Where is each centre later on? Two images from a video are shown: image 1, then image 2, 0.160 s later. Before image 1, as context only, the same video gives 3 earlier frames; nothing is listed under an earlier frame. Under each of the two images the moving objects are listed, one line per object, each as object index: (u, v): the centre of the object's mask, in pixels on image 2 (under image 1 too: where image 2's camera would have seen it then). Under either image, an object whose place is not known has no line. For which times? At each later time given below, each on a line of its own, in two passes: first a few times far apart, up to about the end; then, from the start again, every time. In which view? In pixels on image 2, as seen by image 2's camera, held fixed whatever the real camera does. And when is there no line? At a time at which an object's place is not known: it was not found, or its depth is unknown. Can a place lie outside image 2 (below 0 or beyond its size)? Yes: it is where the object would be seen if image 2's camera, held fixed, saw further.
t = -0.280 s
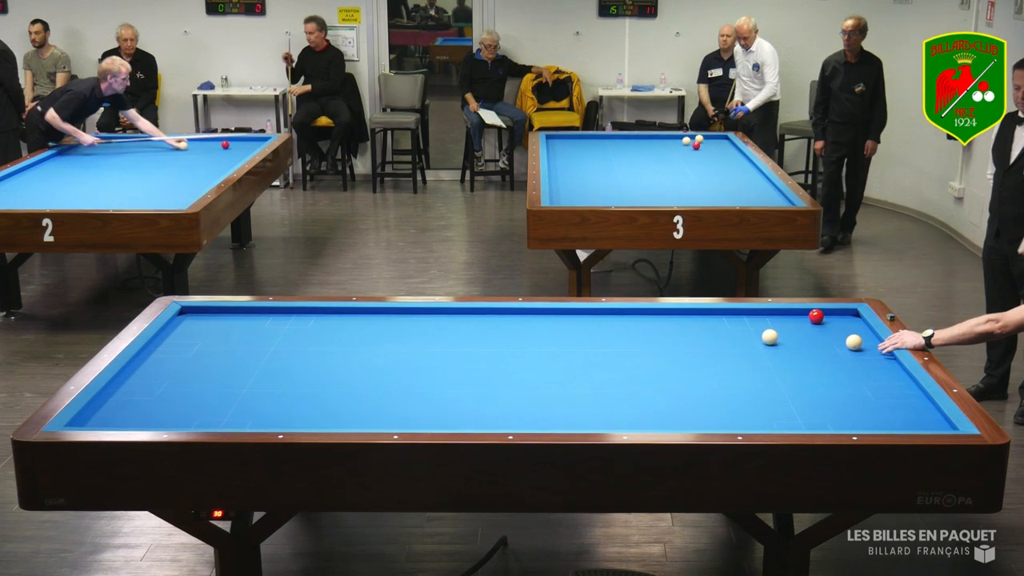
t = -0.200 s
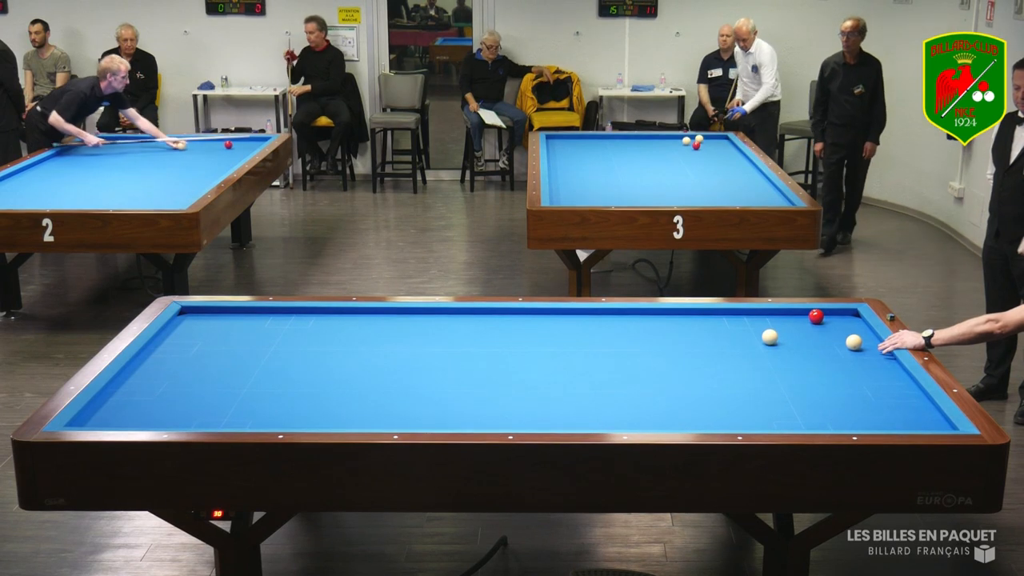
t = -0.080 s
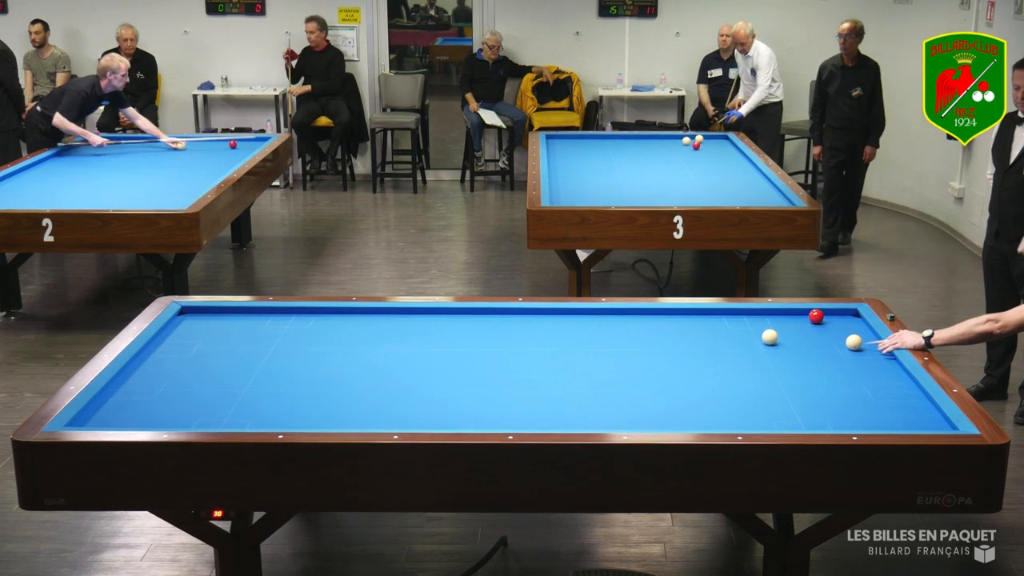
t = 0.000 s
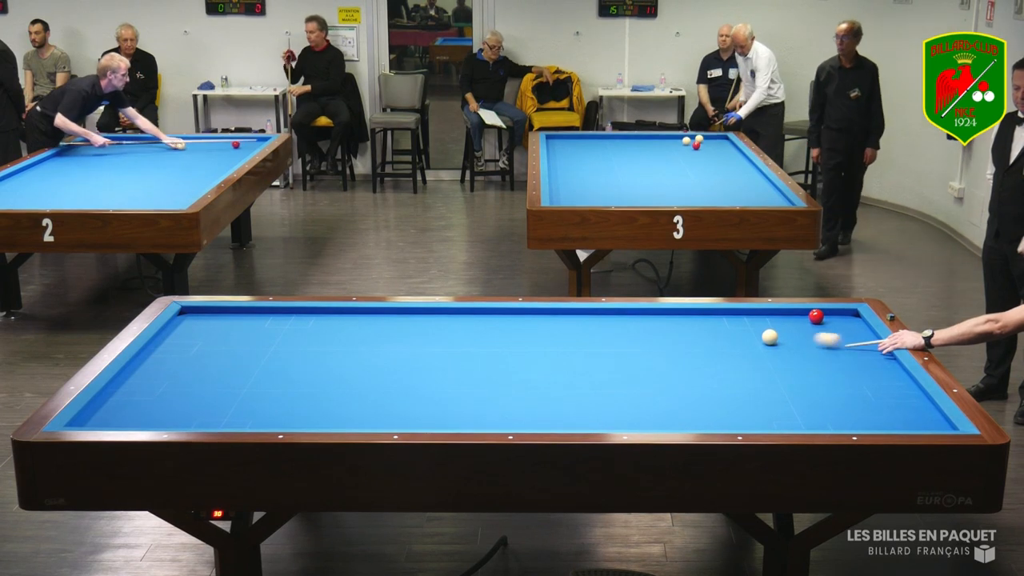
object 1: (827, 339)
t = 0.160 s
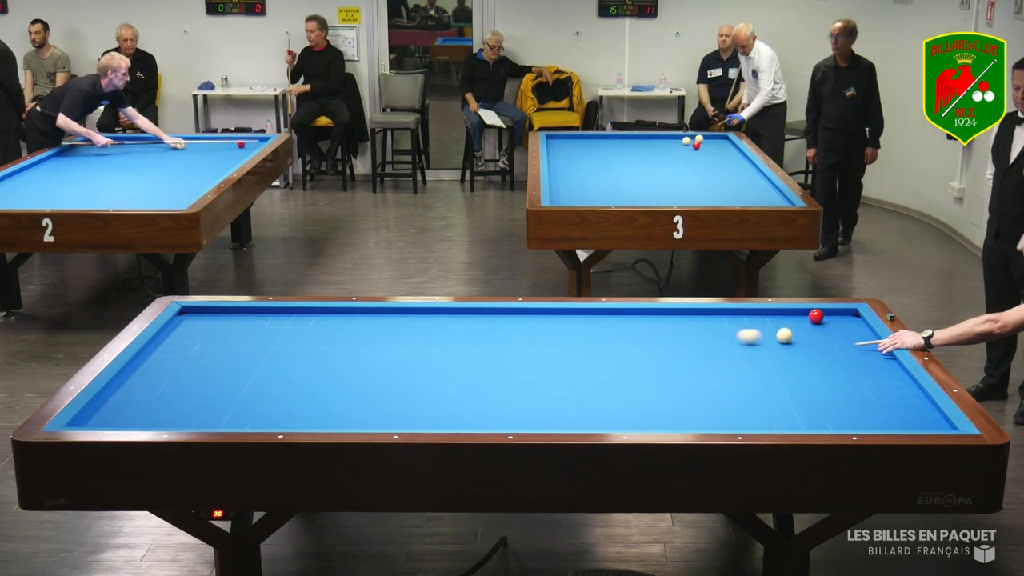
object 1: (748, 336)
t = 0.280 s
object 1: (710, 336)
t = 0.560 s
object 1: (632, 335)
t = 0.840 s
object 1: (556, 334)
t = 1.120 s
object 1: (480, 334)
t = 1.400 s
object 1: (407, 333)
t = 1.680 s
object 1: (334, 332)
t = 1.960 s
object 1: (263, 332)
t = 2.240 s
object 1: (194, 332)
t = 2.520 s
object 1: (194, 331)
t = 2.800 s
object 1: (234, 331)
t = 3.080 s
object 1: (273, 331)
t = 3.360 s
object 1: (310, 331)
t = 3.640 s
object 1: (347, 330)
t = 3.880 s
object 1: (378, 330)
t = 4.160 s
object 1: (412, 330)
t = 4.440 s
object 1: (446, 330)
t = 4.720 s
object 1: (479, 330)
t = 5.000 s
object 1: (510, 330)
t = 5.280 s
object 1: (540, 330)
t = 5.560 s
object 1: (570, 330)
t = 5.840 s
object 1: (598, 330)
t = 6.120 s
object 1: (625, 330)
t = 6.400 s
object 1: (651, 330)
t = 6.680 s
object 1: (676, 330)
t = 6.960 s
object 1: (701, 331)
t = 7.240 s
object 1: (724, 330)
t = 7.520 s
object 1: (746, 330)
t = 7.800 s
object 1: (768, 331)
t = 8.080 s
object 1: (788, 331)
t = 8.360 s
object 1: (807, 331)
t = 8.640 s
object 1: (826, 330)
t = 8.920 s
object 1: (843, 330)
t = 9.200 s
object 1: (860, 330)
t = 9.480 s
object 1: (861, 330)
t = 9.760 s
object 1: (853, 330)
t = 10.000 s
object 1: (846, 330)
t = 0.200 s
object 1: (734, 336)
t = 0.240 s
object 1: (722, 336)
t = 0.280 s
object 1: (710, 336)
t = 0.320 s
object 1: (698, 336)
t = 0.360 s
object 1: (687, 335)
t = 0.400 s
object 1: (676, 335)
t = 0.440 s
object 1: (664, 335)
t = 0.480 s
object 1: (653, 335)
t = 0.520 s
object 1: (642, 335)
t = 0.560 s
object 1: (632, 335)
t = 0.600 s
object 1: (621, 335)
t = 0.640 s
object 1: (610, 335)
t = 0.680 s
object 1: (599, 335)
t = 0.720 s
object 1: (588, 335)
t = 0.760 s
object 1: (577, 335)
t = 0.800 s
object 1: (566, 334)
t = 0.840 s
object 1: (556, 334)
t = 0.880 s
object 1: (545, 334)
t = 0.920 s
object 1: (534, 334)
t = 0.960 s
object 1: (523, 334)
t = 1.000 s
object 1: (512, 334)
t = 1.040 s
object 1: (502, 334)
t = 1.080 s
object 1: (491, 334)
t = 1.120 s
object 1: (480, 334)
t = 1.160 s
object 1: (470, 334)
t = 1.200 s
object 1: (459, 334)
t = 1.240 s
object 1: (449, 333)
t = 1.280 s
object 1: (438, 333)
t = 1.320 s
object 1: (428, 333)
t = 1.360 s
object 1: (417, 333)
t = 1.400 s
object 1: (407, 333)
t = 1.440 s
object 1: (396, 333)
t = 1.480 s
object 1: (386, 333)
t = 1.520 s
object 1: (376, 333)
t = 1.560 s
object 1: (365, 333)
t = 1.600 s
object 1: (355, 333)
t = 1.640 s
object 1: (345, 333)
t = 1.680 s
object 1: (334, 332)
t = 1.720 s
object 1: (324, 332)
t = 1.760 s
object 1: (314, 333)
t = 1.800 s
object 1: (304, 332)
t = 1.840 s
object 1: (293, 332)
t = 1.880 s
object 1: (283, 332)
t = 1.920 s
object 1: (273, 332)
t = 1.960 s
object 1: (263, 332)
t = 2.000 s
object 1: (253, 332)
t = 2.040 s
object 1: (243, 332)
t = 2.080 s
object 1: (233, 332)
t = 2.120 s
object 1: (223, 332)
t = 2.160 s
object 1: (213, 332)
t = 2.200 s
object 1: (203, 332)
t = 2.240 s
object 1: (194, 332)
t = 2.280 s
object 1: (184, 331)
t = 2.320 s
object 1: (174, 331)
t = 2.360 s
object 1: (166, 332)
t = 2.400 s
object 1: (173, 331)
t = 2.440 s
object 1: (181, 331)
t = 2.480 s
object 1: (188, 331)
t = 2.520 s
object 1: (194, 331)
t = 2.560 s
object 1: (200, 331)
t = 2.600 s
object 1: (206, 331)
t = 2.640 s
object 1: (212, 331)
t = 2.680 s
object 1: (217, 331)
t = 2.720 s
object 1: (223, 331)
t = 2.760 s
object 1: (229, 331)
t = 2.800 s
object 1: (234, 331)
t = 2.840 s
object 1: (240, 331)
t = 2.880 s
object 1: (245, 331)
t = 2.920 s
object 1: (251, 331)
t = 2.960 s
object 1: (257, 331)
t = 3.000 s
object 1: (262, 331)
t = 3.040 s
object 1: (268, 331)
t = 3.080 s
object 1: (273, 331)
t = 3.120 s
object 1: (278, 331)
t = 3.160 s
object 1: (284, 331)
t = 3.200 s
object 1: (289, 331)
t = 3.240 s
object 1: (294, 331)
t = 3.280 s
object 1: (300, 331)
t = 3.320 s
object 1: (305, 331)
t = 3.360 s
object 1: (310, 331)
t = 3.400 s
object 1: (316, 330)
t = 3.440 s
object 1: (321, 330)
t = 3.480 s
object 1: (326, 330)
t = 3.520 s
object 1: (331, 330)
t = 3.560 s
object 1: (337, 330)
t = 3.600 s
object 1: (342, 330)
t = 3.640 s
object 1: (347, 330)
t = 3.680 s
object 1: (352, 330)
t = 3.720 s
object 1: (357, 330)
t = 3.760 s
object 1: (363, 330)
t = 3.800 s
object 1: (368, 330)
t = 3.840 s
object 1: (373, 330)
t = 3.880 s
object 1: (378, 330)
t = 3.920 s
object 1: (383, 330)
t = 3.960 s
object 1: (388, 330)
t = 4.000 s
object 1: (393, 330)
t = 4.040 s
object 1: (397, 330)
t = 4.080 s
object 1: (403, 330)
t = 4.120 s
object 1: (408, 330)
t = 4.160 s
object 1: (412, 330)
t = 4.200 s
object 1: (417, 330)
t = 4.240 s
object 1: (422, 330)
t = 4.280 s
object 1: (427, 330)
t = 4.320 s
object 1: (432, 330)
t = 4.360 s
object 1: (436, 330)
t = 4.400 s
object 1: (441, 330)
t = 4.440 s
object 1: (446, 330)
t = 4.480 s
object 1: (450, 330)
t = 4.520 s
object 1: (455, 330)
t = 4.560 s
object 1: (460, 330)
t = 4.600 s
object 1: (464, 330)
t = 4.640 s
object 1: (469, 330)
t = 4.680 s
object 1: (474, 330)
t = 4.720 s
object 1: (479, 330)
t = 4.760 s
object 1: (483, 330)
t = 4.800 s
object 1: (487, 330)
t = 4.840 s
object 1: (492, 330)
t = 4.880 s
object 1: (496, 330)
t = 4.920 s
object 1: (501, 330)
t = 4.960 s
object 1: (505, 330)
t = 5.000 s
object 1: (510, 330)
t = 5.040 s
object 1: (514, 330)
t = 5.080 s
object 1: (519, 330)
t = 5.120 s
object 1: (523, 330)
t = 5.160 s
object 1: (527, 330)
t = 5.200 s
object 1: (532, 330)
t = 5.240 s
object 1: (536, 330)
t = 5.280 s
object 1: (540, 330)
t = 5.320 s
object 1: (545, 330)
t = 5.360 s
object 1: (549, 330)
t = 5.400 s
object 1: (553, 330)
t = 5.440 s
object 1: (557, 330)
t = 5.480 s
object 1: (561, 330)
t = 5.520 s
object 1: (565, 330)
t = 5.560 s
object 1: (570, 330)
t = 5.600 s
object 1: (574, 330)
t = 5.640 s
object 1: (577, 330)
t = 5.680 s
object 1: (582, 330)
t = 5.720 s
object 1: (586, 330)
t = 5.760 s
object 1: (590, 330)
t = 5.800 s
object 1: (594, 330)
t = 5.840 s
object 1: (598, 330)
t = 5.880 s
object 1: (602, 330)
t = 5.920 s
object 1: (606, 330)
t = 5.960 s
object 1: (609, 330)
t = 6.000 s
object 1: (613, 330)
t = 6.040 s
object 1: (617, 330)
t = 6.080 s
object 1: (621, 330)
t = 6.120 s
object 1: (625, 330)
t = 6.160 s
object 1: (629, 330)
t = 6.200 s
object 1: (633, 330)
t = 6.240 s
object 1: (636, 330)
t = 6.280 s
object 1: (640, 330)
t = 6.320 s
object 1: (644, 330)
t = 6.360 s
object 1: (648, 330)
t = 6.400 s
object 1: (651, 330)
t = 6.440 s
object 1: (655, 331)
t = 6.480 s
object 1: (659, 330)
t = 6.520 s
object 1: (662, 331)
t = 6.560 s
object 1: (666, 330)
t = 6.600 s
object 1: (669, 330)
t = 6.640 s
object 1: (673, 331)
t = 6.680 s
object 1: (676, 330)
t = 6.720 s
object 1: (680, 331)
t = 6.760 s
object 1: (683, 331)
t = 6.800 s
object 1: (687, 331)
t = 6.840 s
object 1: (691, 330)
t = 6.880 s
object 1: (694, 331)
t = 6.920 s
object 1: (697, 331)
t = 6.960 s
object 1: (701, 331)
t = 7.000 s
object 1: (704, 331)
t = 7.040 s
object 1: (707, 330)
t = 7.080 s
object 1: (711, 331)
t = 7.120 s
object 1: (714, 331)
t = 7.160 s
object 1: (717, 330)
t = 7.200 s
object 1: (721, 330)
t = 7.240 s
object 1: (724, 330)
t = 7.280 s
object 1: (727, 331)
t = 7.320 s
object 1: (730, 330)
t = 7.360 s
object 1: (734, 330)
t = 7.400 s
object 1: (736, 331)
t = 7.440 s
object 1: (740, 331)
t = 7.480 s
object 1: (743, 330)
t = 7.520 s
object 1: (746, 330)
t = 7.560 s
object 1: (749, 330)
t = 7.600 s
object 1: (752, 330)
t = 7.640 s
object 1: (755, 331)
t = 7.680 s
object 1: (758, 330)
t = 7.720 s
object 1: (762, 330)
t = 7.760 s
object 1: (764, 330)
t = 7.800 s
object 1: (768, 331)
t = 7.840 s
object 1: (770, 331)
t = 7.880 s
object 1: (773, 331)
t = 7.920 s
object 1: (776, 330)
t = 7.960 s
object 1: (779, 331)
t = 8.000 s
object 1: (782, 331)
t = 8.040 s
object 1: (785, 331)
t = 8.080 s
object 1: (788, 331)
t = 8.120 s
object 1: (790, 331)
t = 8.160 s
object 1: (793, 331)
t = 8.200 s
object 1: (796, 330)
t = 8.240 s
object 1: (799, 330)
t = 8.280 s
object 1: (801, 330)
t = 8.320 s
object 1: (804, 330)
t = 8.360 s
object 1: (807, 331)
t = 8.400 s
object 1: (810, 331)
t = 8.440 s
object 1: (812, 331)
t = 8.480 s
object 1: (815, 331)
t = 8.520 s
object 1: (818, 331)
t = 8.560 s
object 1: (820, 331)
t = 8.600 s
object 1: (823, 330)
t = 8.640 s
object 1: (826, 330)
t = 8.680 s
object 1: (828, 331)
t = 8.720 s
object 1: (831, 330)
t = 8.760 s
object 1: (833, 330)
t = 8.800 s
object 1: (836, 330)
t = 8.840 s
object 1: (838, 330)
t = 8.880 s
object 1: (841, 330)
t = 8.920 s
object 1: (843, 330)
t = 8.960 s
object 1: (845, 330)
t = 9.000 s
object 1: (848, 330)
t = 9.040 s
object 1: (850, 330)
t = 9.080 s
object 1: (853, 330)
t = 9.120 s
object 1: (855, 330)
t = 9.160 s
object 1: (857, 330)
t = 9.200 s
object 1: (860, 330)
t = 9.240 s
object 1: (862, 330)
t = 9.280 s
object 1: (864, 330)
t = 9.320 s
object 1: (866, 330)
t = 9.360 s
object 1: (865, 330)
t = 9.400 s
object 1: (864, 330)
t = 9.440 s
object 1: (862, 330)
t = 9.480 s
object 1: (861, 330)
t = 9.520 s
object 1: (860, 330)
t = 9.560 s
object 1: (859, 330)
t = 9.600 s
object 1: (858, 330)
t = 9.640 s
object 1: (856, 330)
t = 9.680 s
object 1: (855, 330)
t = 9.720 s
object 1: (854, 330)
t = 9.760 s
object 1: (853, 330)
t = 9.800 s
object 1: (851, 330)
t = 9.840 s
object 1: (850, 330)
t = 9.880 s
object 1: (849, 330)
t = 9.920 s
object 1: (848, 330)
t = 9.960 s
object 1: (847, 330)
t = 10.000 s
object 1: (846, 330)
